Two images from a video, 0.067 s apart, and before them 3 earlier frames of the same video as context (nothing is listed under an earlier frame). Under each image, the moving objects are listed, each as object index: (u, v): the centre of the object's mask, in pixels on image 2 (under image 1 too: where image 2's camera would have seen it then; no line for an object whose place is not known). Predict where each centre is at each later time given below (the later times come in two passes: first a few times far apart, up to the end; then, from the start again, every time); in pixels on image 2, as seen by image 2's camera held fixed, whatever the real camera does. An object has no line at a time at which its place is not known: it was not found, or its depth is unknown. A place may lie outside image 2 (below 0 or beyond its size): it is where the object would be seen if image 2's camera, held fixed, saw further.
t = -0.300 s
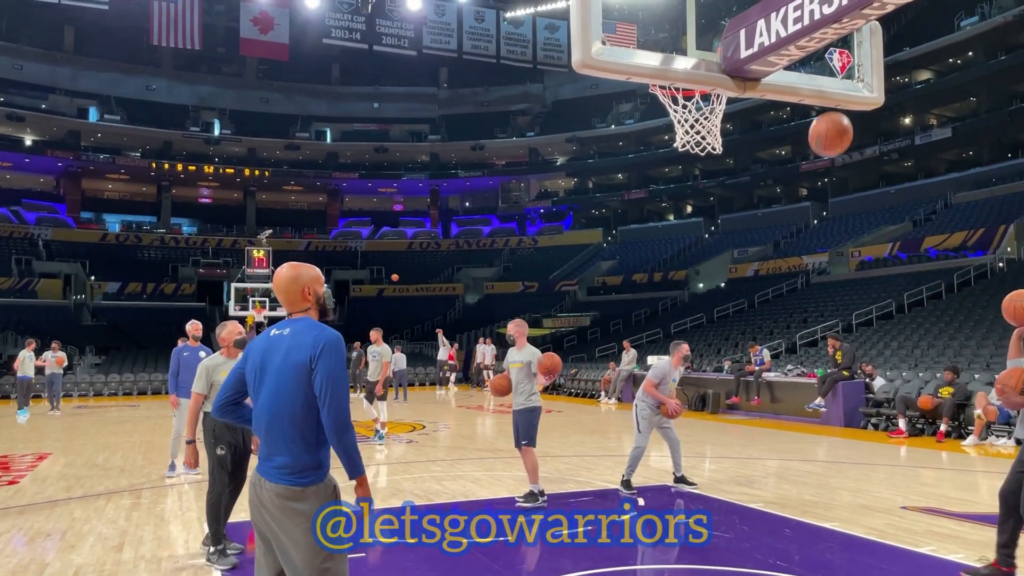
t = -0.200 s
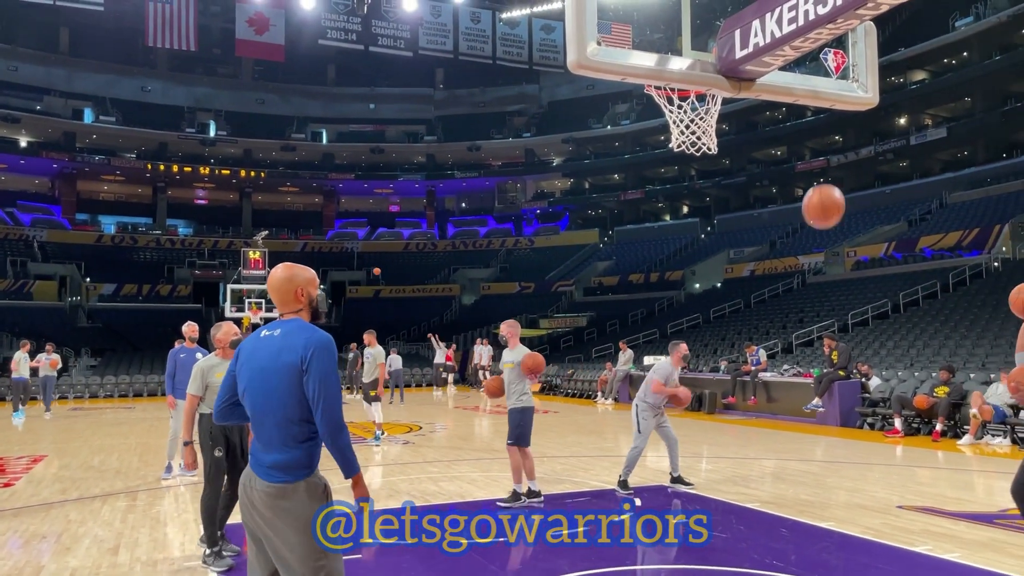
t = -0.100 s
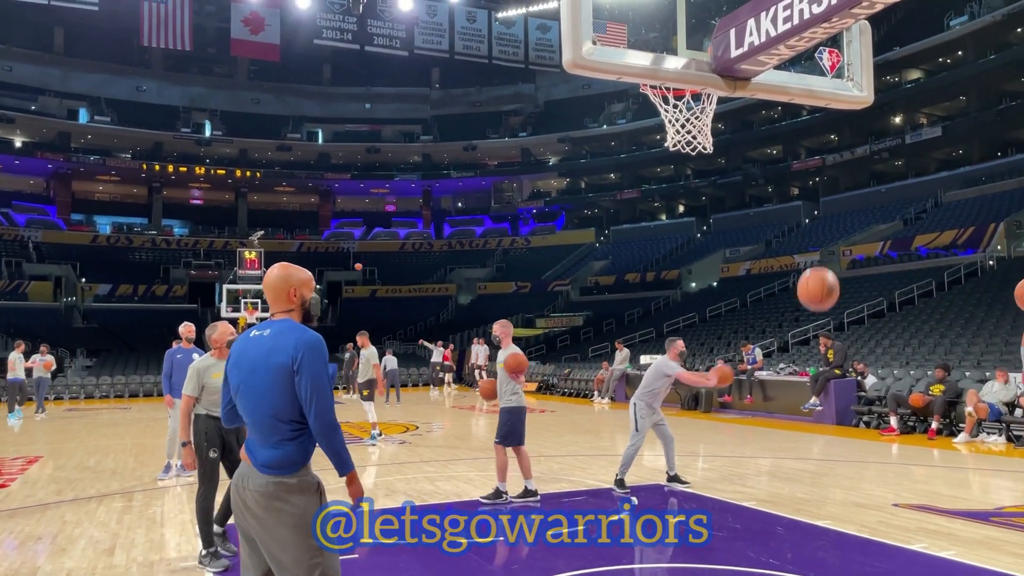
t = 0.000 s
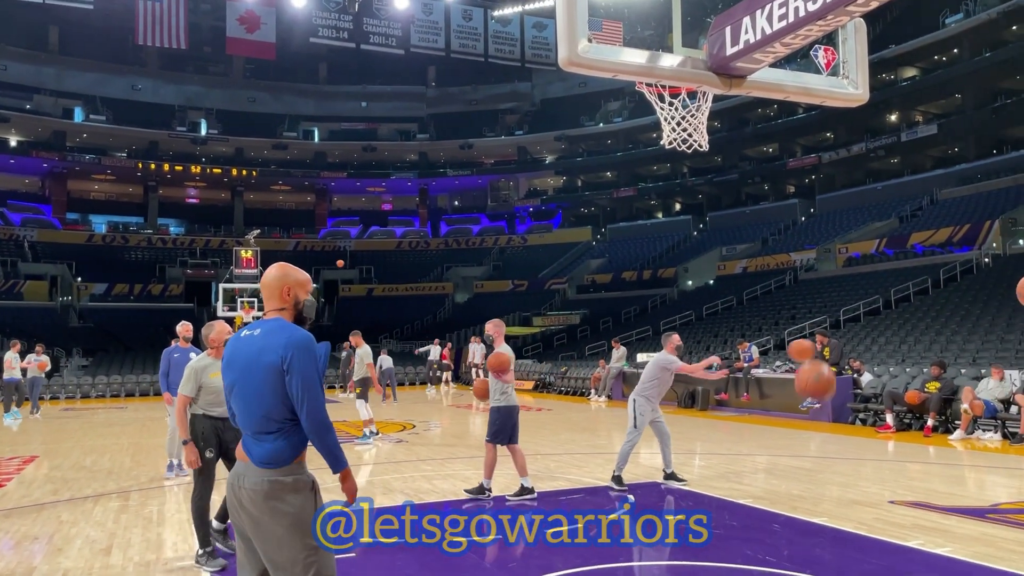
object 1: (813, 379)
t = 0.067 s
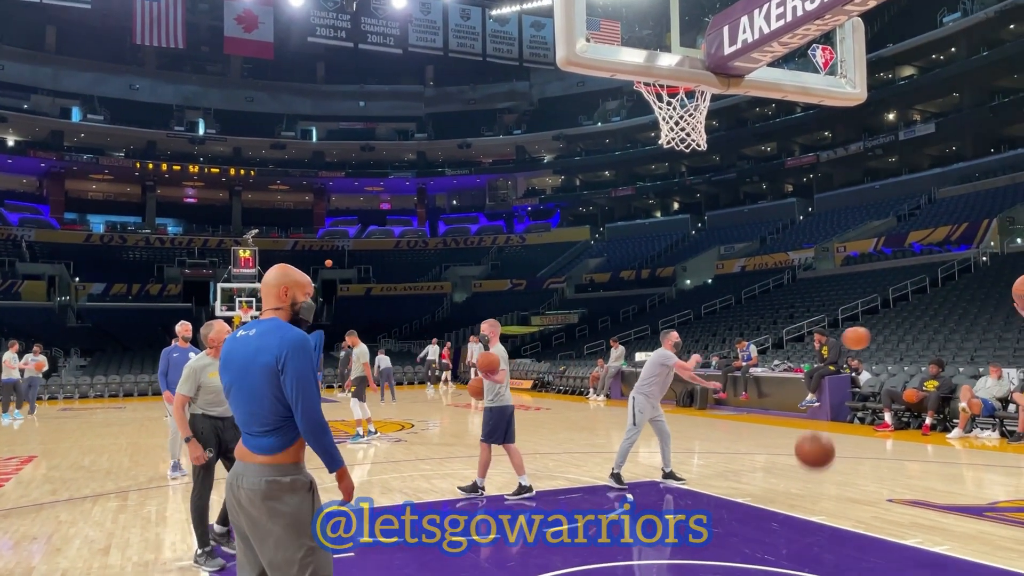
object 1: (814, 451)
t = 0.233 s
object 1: (813, 502)
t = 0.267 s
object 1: (811, 475)
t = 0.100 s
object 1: (815, 487)
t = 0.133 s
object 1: (816, 526)
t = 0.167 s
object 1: (816, 562)
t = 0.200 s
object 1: (814, 533)
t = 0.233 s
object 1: (813, 502)
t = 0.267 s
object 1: (811, 475)
